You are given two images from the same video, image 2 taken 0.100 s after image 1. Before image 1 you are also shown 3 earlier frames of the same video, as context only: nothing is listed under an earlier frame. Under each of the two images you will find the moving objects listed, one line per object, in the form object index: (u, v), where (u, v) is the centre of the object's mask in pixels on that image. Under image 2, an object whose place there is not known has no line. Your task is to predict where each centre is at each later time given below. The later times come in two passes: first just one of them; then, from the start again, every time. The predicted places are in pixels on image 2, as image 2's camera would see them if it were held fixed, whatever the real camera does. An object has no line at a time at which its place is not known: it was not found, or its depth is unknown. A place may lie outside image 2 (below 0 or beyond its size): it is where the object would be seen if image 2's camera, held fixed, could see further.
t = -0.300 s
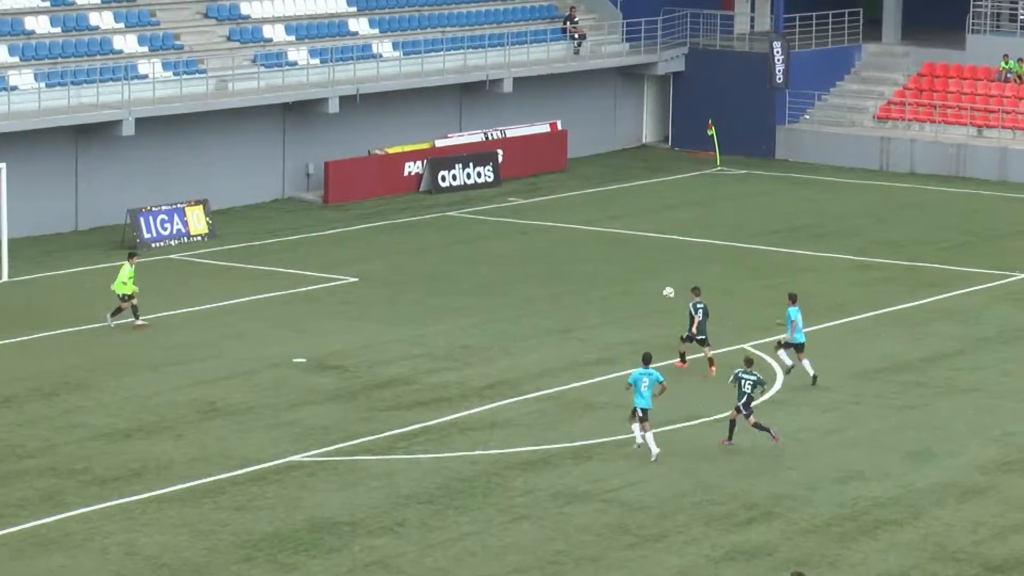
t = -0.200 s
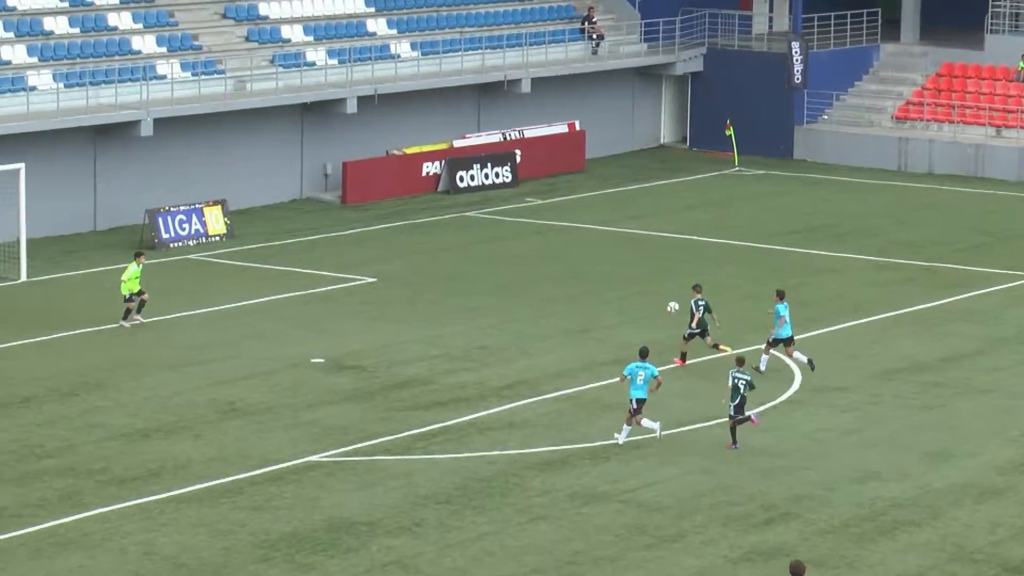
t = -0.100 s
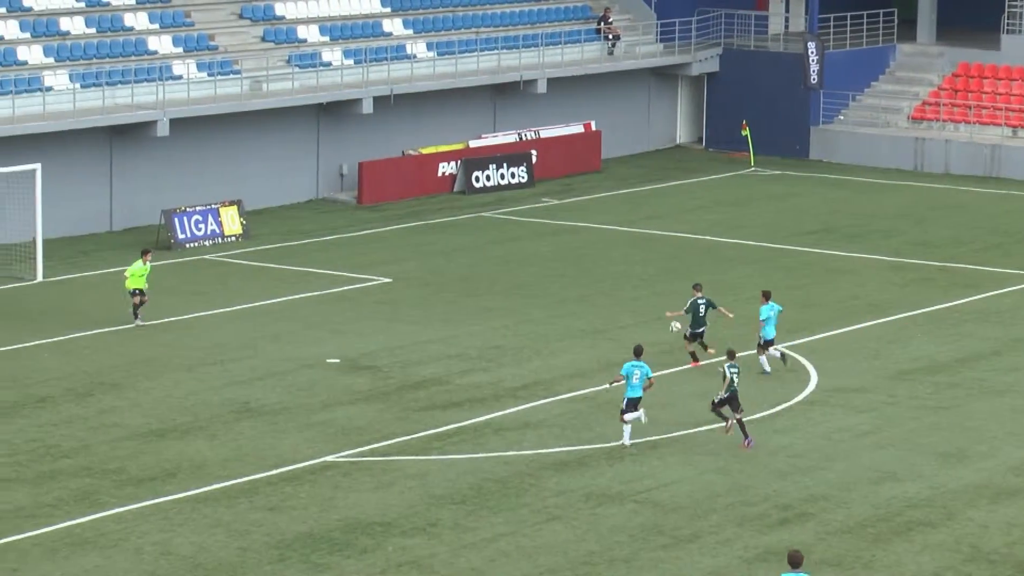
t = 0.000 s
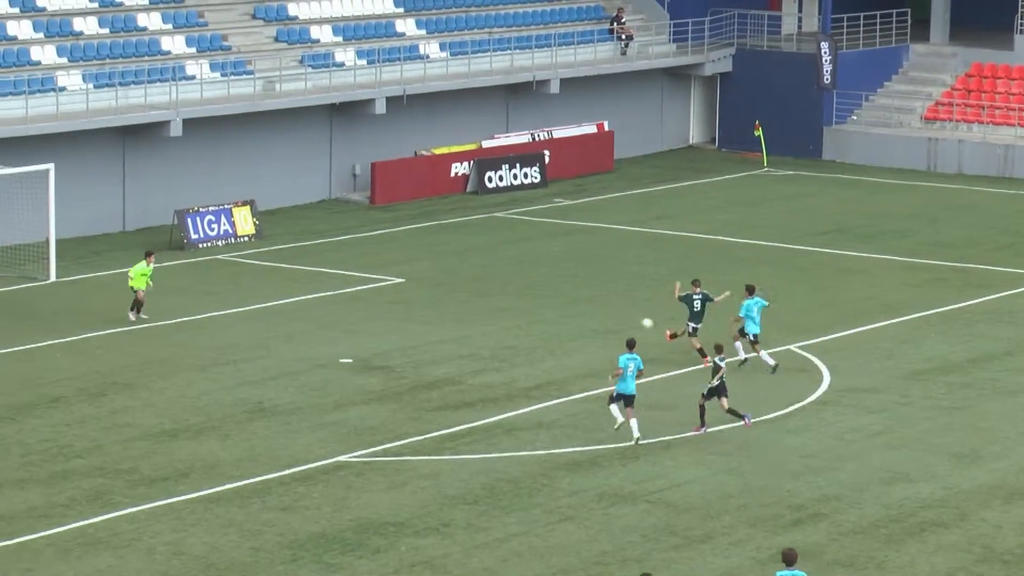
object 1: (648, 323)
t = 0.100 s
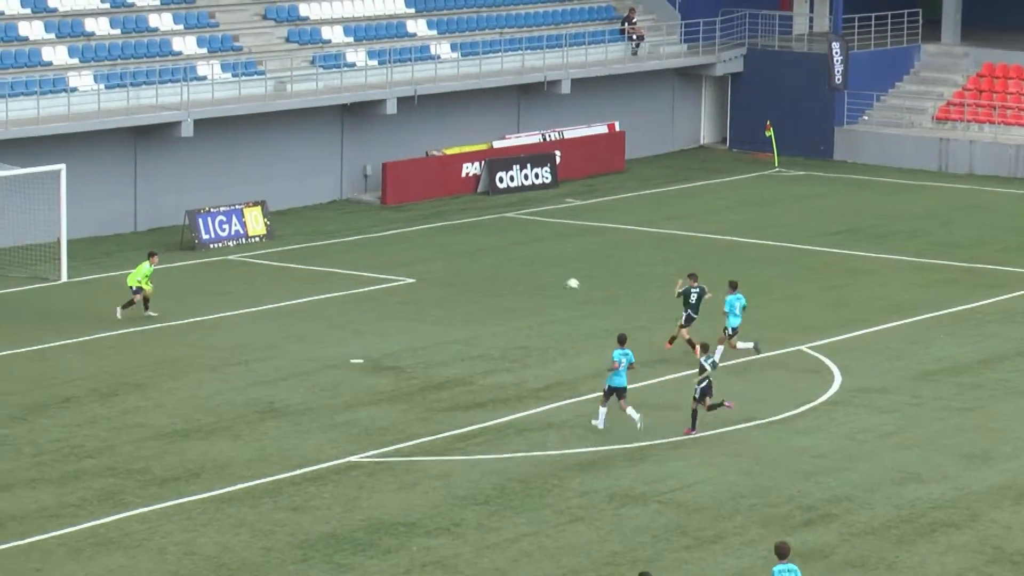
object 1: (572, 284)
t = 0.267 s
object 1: (435, 233)
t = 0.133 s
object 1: (544, 272)
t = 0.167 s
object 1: (518, 261)
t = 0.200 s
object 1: (490, 251)
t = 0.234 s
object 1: (463, 242)
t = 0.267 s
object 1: (435, 233)
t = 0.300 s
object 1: (408, 226)
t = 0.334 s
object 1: (382, 218)
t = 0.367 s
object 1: (355, 212)
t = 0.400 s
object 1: (329, 205)
